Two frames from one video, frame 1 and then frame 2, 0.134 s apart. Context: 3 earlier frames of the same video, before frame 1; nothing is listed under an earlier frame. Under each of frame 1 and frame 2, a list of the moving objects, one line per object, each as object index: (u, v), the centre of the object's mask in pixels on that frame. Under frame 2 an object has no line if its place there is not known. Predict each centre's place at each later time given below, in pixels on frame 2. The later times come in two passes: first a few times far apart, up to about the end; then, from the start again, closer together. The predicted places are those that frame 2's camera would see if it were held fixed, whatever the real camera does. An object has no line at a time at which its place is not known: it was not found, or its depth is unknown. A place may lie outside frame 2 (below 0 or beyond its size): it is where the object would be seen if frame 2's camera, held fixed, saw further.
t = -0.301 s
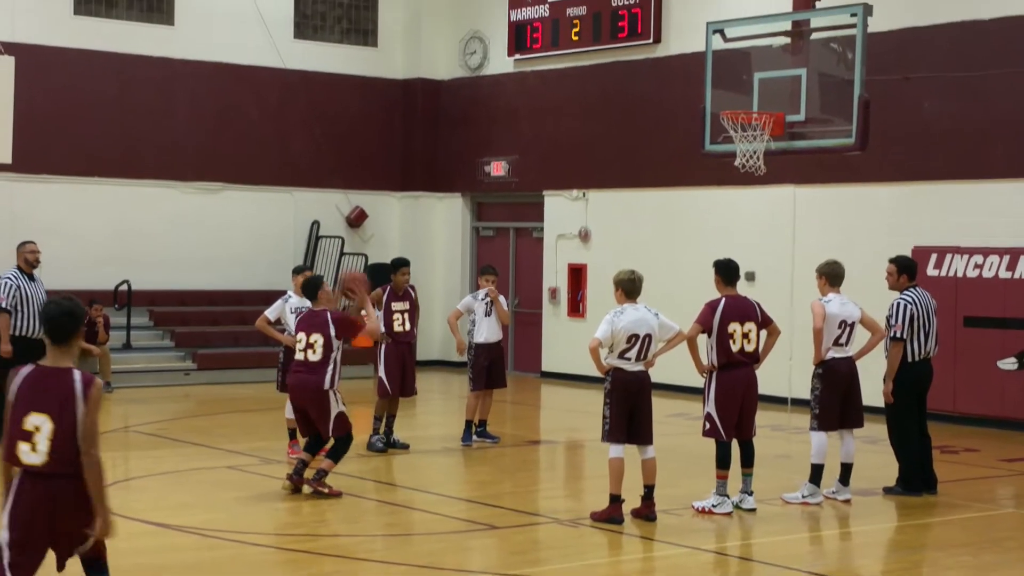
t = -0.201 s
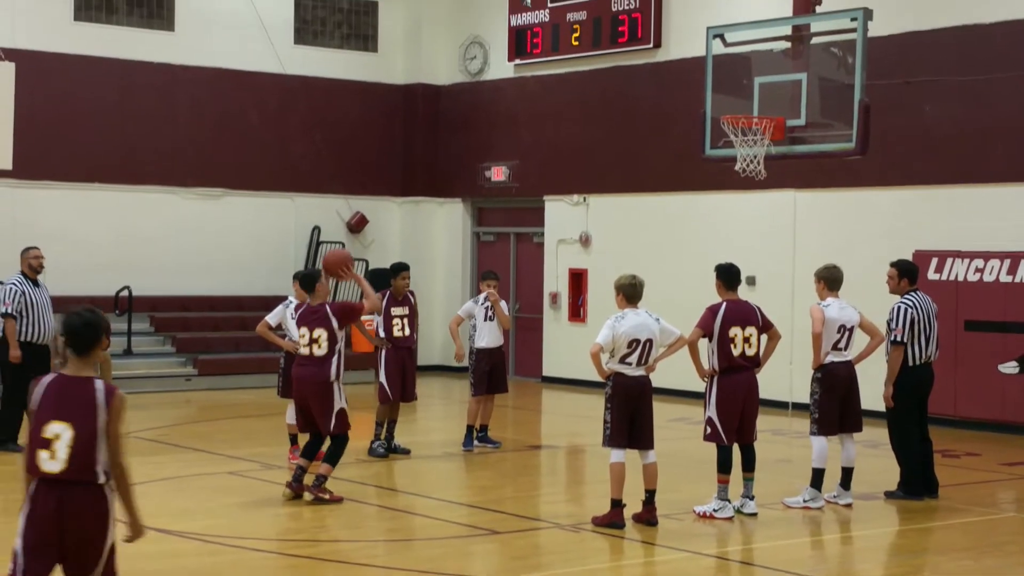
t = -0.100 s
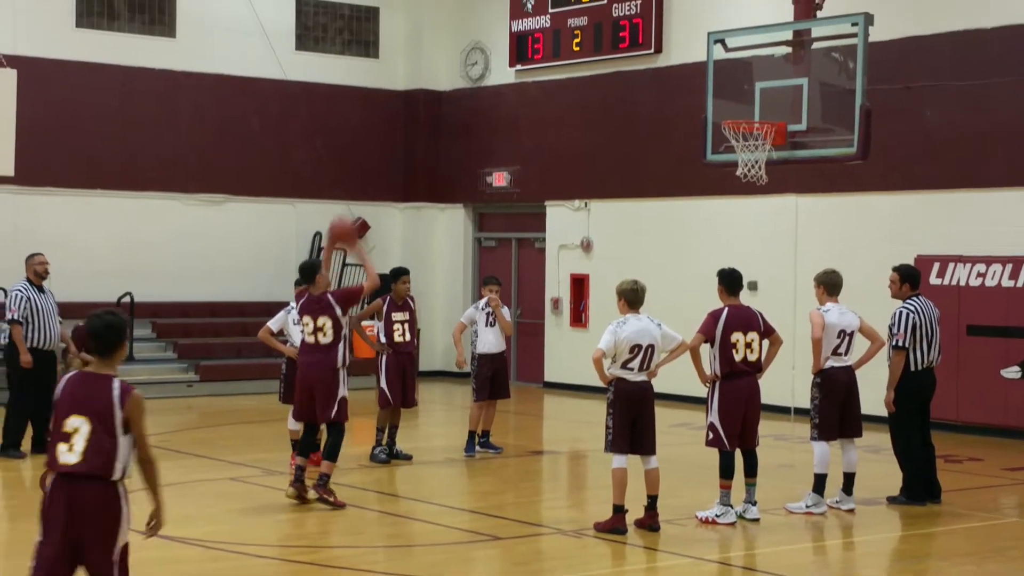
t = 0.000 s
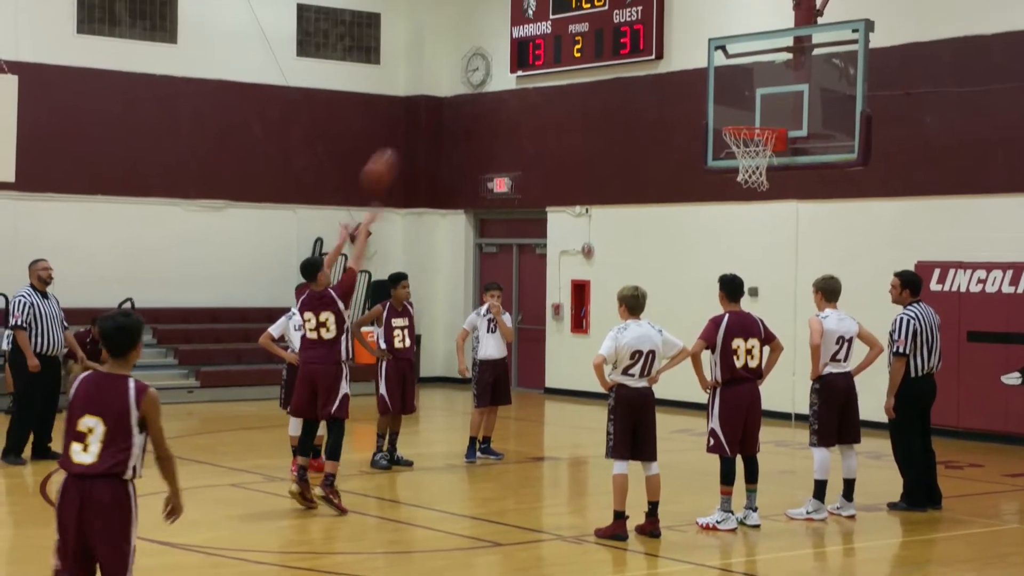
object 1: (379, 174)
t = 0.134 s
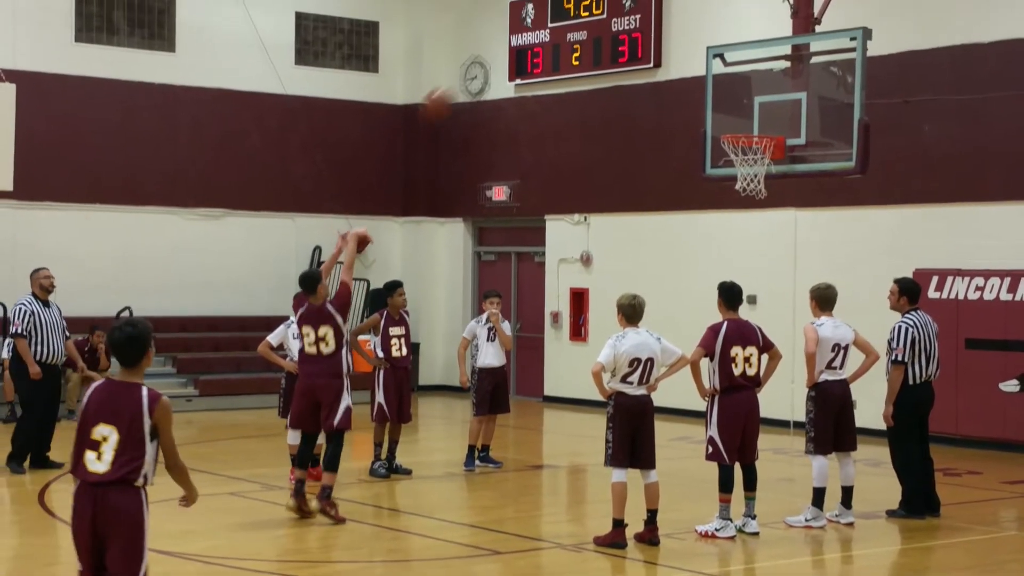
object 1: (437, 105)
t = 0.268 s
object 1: (493, 52)
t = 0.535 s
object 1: (598, 18)
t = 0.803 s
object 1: (687, 66)
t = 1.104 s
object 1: (762, 183)
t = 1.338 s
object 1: (749, 287)
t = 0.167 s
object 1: (453, 88)
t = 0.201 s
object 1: (466, 75)
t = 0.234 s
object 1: (481, 62)
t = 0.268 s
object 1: (493, 52)
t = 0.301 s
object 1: (508, 41)
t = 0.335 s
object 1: (521, 33)
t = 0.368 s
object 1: (533, 26)
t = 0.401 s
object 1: (546, 21)
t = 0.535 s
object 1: (598, 18)
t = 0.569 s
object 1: (609, 16)
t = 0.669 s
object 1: (645, 30)
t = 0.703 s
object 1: (654, 38)
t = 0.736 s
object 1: (664, 46)
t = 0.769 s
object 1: (675, 56)
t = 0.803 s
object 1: (687, 66)
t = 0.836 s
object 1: (699, 80)
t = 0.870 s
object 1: (707, 90)
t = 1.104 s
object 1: (762, 183)
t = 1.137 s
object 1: (758, 195)
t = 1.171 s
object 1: (757, 207)
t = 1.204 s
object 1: (756, 222)
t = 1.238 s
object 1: (754, 237)
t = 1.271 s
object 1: (752, 253)
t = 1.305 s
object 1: (750, 269)
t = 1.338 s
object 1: (749, 287)
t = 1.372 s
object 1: (749, 306)
